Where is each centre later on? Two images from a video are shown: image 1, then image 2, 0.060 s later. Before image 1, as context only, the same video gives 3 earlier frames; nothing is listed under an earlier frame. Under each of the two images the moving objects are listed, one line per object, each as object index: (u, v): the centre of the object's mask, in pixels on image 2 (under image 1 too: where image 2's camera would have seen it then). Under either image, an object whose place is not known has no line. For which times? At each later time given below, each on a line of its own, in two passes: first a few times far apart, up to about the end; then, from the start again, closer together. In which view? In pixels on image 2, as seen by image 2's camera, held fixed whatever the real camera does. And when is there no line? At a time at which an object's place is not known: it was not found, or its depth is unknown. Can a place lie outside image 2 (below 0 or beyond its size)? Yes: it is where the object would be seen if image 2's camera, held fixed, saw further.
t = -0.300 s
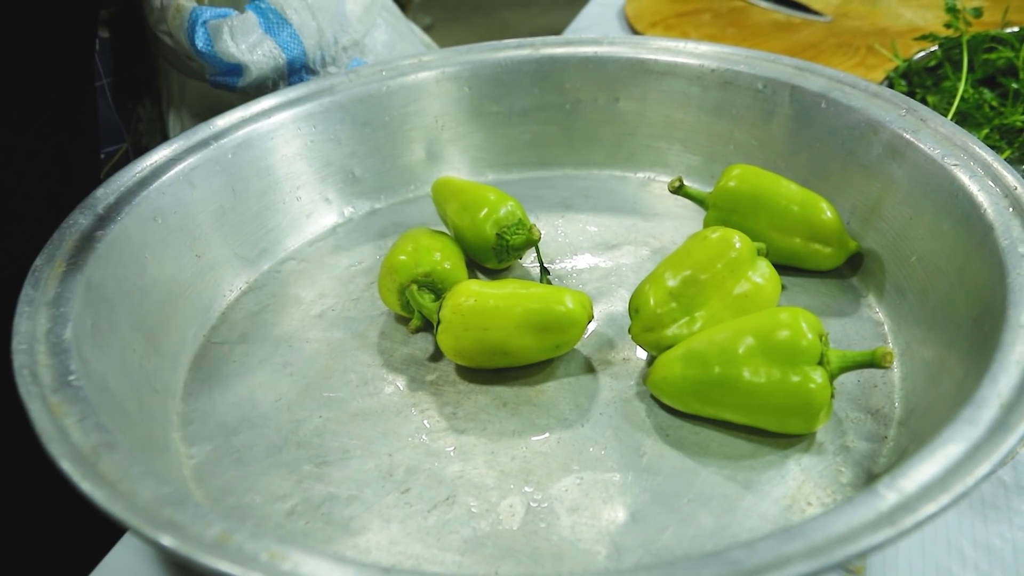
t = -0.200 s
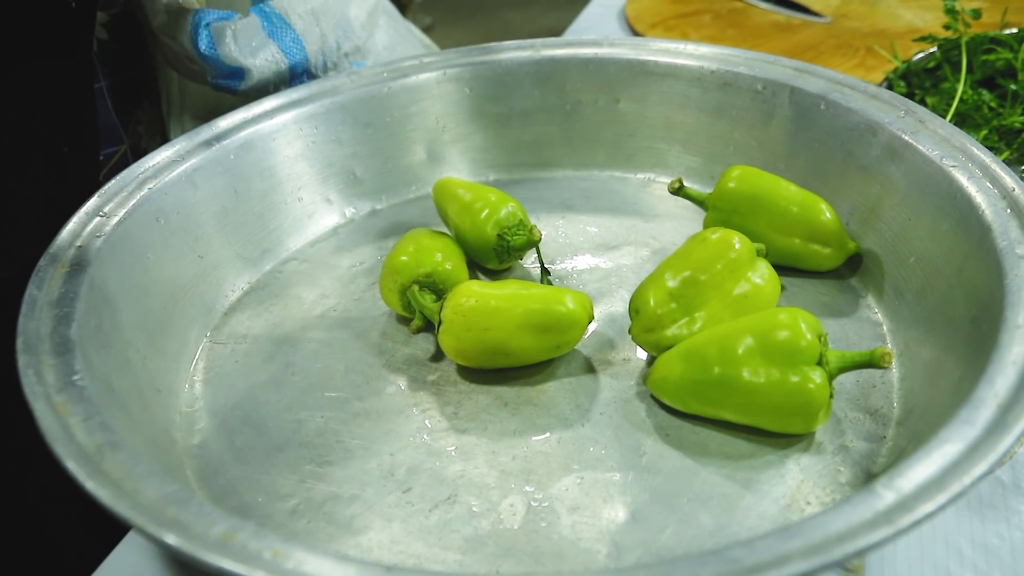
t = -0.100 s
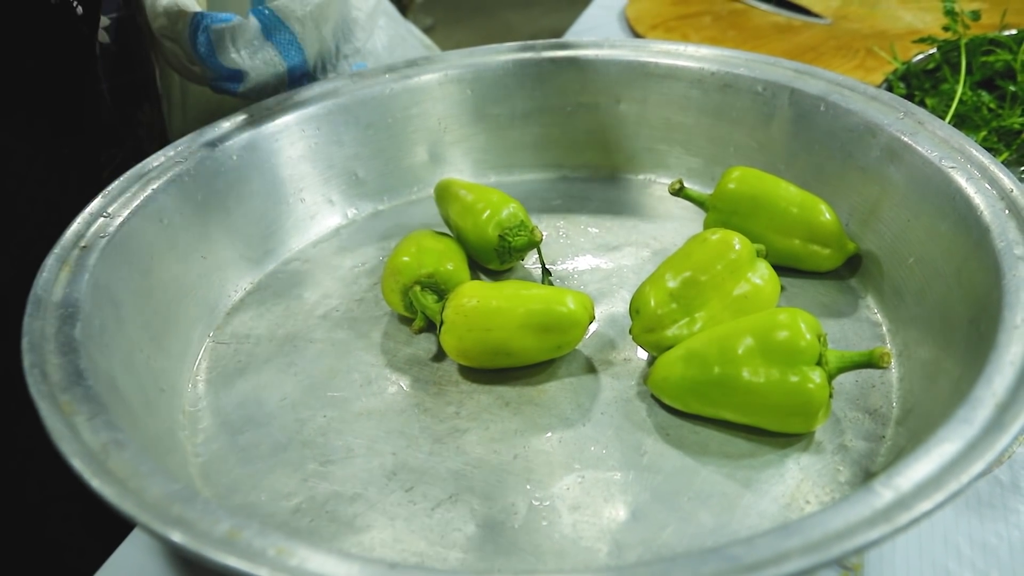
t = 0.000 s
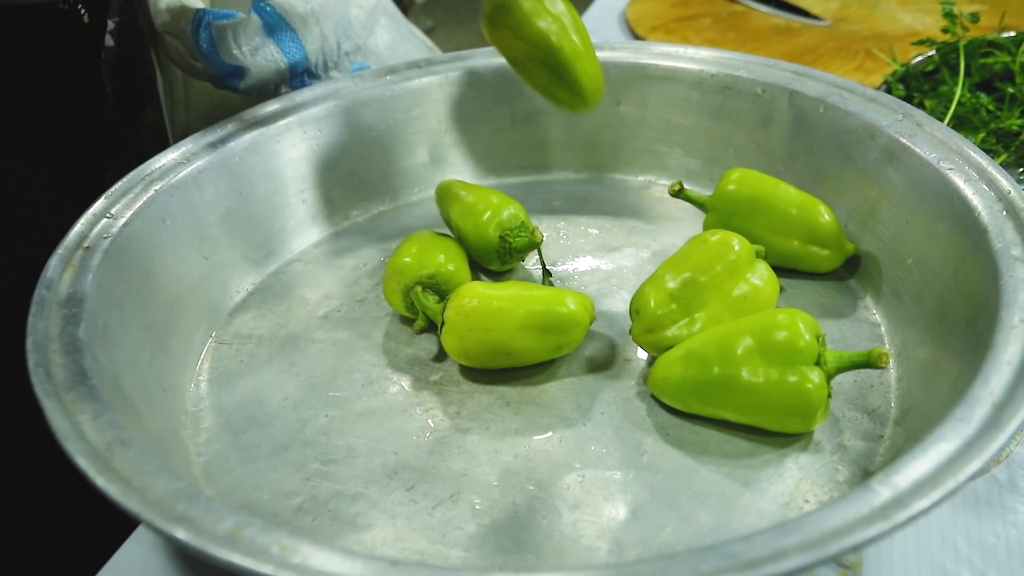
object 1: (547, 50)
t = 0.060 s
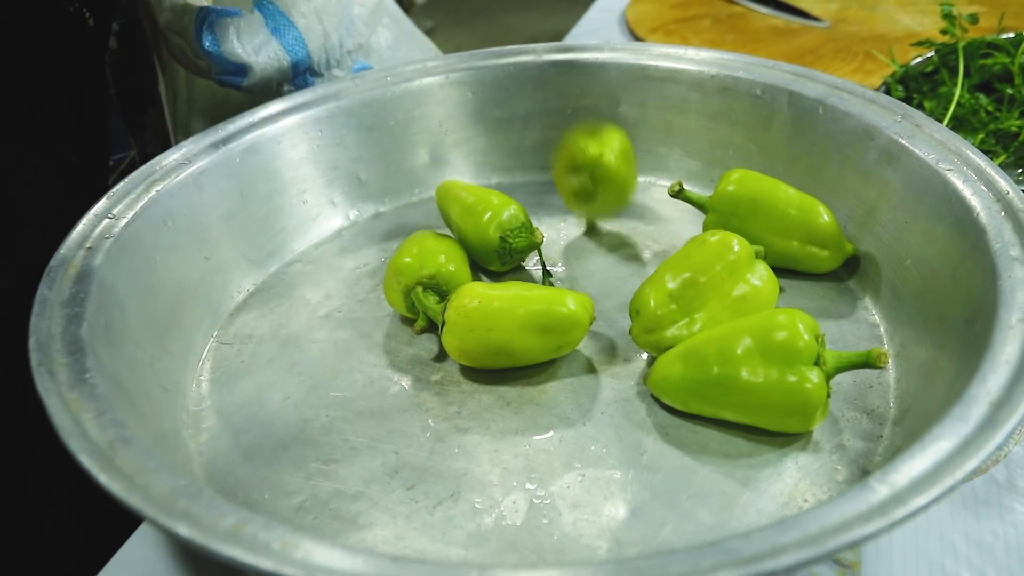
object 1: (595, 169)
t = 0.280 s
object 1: (636, 224)
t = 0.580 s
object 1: (581, 247)
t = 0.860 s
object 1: (572, 251)
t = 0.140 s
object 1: (623, 183)
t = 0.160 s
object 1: (629, 181)
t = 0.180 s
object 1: (635, 185)
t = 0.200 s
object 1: (642, 195)
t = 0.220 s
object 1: (644, 204)
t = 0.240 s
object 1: (643, 209)
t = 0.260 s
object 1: (640, 216)
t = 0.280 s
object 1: (636, 224)
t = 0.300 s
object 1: (630, 231)
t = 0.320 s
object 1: (627, 237)
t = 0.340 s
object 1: (625, 244)
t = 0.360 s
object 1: (623, 252)
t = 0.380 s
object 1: (621, 254)
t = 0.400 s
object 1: (617, 248)
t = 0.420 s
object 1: (613, 247)
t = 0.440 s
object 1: (611, 251)
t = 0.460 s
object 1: (605, 248)
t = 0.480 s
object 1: (599, 246)
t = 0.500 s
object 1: (594, 247)
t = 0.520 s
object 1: (591, 246)
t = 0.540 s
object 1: (588, 247)
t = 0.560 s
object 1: (585, 247)
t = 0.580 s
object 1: (581, 247)
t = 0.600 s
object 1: (577, 247)
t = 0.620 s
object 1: (574, 247)
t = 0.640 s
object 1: (570, 246)
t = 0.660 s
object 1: (568, 247)
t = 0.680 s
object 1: (568, 248)
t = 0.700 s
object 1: (568, 249)
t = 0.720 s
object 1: (569, 249)
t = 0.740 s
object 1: (569, 250)
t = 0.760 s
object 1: (569, 250)
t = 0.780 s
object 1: (570, 250)
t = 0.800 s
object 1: (570, 250)
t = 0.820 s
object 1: (571, 250)
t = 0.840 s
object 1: (571, 250)
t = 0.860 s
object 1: (572, 251)
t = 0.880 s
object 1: (573, 251)
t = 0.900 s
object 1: (573, 251)
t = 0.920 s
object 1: (574, 251)
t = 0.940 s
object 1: (575, 251)
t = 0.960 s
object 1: (576, 252)
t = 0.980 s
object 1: (577, 252)
